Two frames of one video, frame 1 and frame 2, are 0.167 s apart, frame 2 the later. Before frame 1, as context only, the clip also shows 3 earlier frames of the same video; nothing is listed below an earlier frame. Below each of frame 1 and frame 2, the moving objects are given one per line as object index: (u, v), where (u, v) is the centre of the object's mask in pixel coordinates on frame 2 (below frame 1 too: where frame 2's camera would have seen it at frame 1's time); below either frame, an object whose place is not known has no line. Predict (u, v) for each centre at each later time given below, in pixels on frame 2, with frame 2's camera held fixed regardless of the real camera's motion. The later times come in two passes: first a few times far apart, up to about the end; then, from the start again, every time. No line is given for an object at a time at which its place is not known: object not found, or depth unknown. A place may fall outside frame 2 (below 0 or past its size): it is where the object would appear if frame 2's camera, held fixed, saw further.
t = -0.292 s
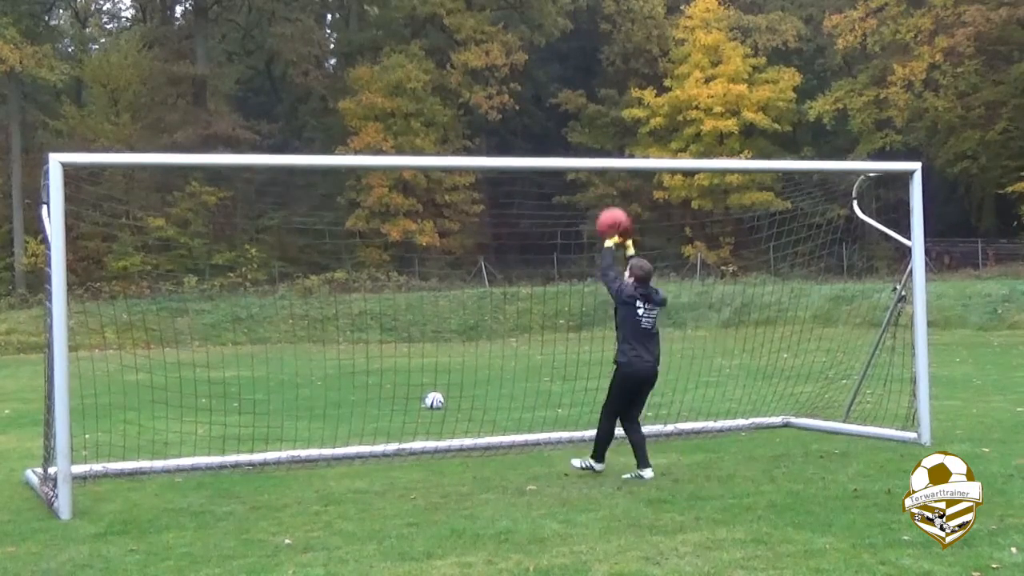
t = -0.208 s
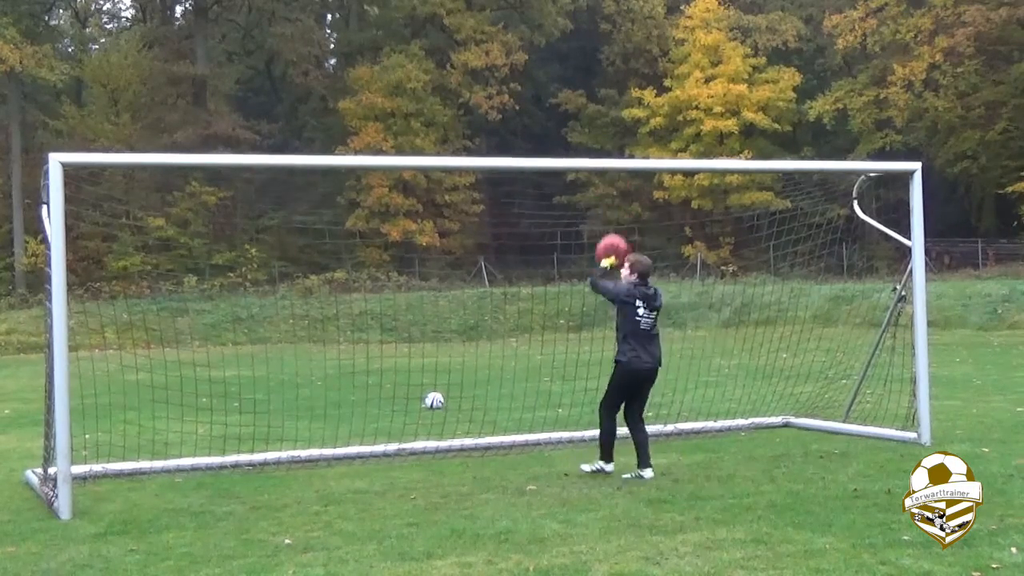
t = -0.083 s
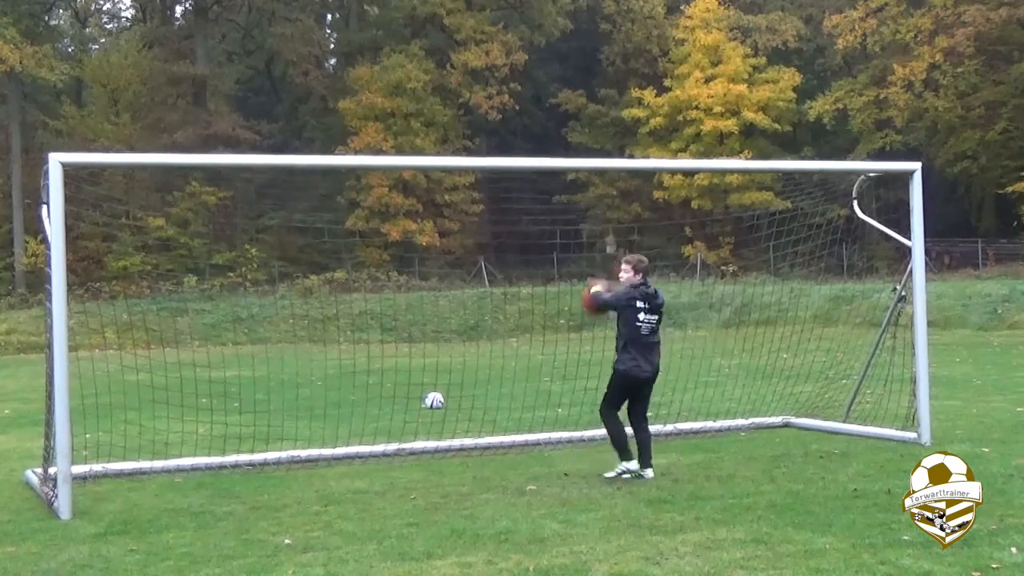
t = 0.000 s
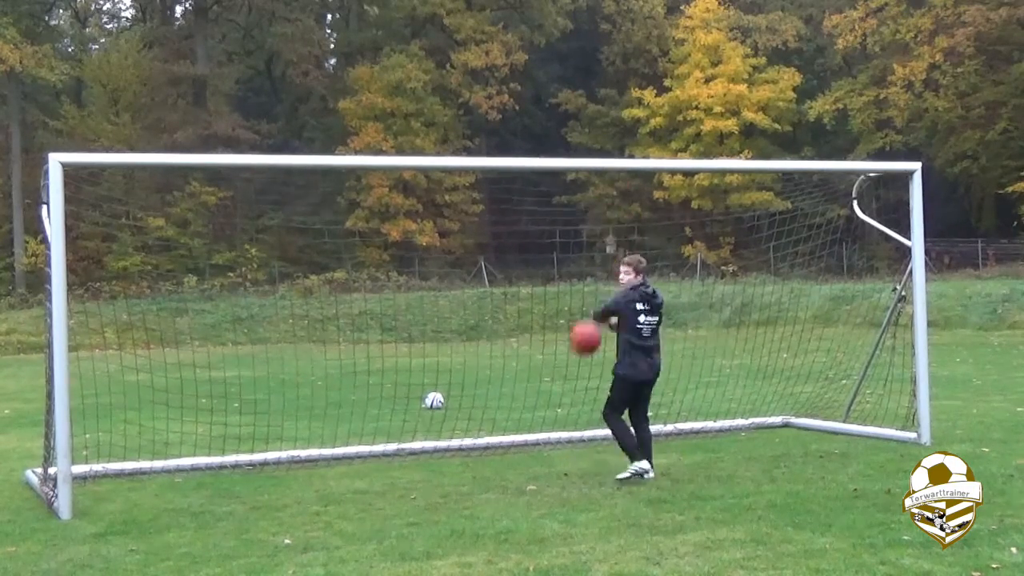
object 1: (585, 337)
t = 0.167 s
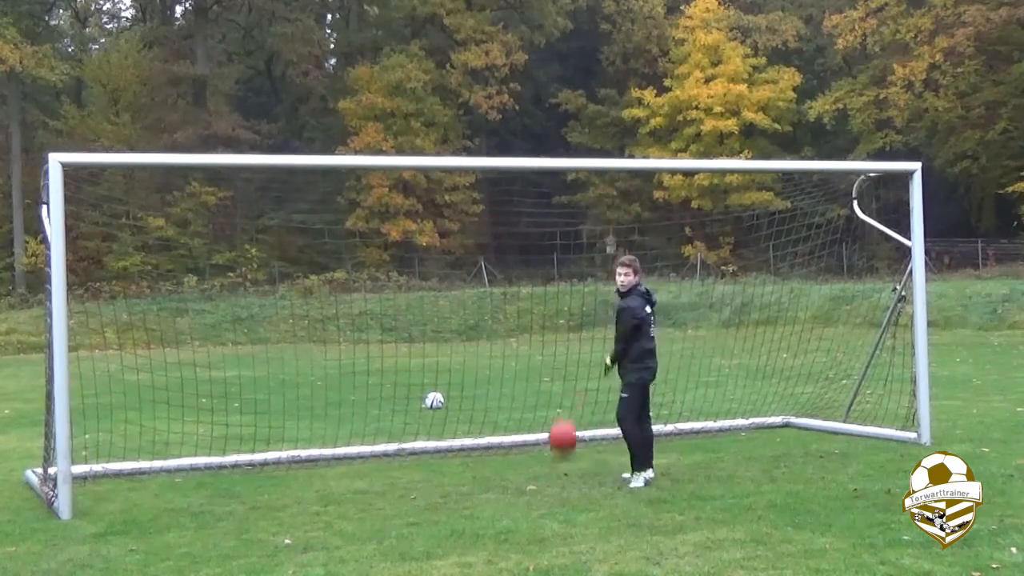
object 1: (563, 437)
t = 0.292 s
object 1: (550, 419)
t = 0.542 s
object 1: (530, 378)
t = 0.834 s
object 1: (510, 420)
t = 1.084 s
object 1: (501, 420)
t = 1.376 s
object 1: (496, 437)
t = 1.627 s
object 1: (496, 437)
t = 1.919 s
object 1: (499, 438)
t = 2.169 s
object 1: (501, 438)
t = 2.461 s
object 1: (503, 438)
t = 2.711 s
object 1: (505, 438)
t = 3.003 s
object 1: (506, 438)
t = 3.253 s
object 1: (506, 438)
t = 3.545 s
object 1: (507, 438)
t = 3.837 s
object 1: (507, 438)
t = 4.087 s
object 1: (507, 438)
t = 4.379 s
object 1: (507, 438)
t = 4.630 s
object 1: (507, 438)
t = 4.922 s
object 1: (507, 438)
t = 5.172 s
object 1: (507, 438)
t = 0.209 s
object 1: (558, 450)
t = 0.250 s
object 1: (554, 433)
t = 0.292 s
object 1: (550, 419)
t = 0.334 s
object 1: (547, 408)
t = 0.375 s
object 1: (543, 398)
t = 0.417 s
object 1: (539, 390)
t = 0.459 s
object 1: (536, 385)
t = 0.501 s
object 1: (533, 380)
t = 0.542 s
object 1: (530, 378)
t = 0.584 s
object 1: (527, 377)
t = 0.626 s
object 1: (524, 378)
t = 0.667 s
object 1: (519, 385)
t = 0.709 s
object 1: (517, 391)
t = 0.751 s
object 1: (515, 399)
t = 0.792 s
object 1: (512, 409)
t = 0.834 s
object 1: (510, 420)
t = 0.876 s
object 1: (508, 433)
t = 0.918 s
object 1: (506, 441)
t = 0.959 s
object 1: (505, 435)
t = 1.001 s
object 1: (503, 428)
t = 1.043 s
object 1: (502, 423)
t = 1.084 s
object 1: (501, 420)
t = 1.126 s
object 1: (500, 419)
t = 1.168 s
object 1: (499, 420)
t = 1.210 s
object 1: (498, 421)
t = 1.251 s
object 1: (497, 425)
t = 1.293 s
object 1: (497, 432)
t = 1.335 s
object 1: (496, 438)
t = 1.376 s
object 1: (496, 437)
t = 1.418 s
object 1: (495, 435)
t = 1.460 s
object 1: (495, 434)
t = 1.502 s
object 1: (495, 434)
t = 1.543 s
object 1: (495, 436)
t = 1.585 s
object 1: (496, 437)
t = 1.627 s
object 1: (496, 437)
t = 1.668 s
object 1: (497, 438)
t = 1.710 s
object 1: (498, 437)
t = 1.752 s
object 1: (498, 438)
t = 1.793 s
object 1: (498, 438)
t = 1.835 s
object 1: (498, 437)
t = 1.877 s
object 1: (499, 438)
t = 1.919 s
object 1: (499, 438)
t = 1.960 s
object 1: (499, 438)
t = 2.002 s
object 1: (499, 438)
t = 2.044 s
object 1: (500, 438)
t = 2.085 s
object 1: (500, 438)
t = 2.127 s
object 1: (500, 438)
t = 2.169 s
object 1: (501, 438)
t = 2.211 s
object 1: (502, 438)
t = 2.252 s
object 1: (502, 438)
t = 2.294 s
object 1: (502, 438)
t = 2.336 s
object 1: (503, 438)
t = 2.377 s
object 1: (503, 438)
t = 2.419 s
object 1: (503, 438)
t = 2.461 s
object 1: (503, 438)
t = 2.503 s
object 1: (504, 438)
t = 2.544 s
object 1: (504, 438)
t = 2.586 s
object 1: (504, 438)
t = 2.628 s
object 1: (504, 438)
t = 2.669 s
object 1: (505, 438)
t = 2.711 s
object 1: (505, 438)
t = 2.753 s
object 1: (505, 438)
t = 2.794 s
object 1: (505, 438)
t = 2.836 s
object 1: (505, 438)
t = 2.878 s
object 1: (505, 438)
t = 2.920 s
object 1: (506, 438)
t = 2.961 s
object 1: (506, 438)
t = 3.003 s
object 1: (506, 438)
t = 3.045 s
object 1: (506, 438)
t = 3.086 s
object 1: (506, 438)
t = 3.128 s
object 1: (506, 438)
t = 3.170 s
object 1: (506, 438)
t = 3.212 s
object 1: (506, 438)
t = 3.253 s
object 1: (506, 438)
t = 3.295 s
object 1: (506, 438)
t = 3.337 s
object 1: (506, 438)
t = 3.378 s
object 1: (506, 438)
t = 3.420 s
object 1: (506, 438)
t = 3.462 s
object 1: (506, 438)
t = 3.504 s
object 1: (507, 438)
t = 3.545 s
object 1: (507, 438)
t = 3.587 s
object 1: (507, 438)
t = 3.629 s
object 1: (507, 438)
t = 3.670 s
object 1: (507, 438)
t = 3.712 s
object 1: (507, 438)
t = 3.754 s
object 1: (507, 438)
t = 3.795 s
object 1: (507, 438)
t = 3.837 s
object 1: (507, 438)
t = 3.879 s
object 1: (507, 438)
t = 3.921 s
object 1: (507, 438)
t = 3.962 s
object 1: (507, 438)
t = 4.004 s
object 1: (507, 438)
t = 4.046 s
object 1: (507, 438)
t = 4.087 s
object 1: (507, 438)
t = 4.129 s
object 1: (507, 438)
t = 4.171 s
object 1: (507, 438)
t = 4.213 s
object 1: (507, 438)
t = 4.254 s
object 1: (507, 438)
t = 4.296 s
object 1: (507, 438)
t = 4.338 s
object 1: (507, 439)
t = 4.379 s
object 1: (507, 438)
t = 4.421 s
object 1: (507, 438)
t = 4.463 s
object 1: (507, 438)
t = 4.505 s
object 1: (507, 438)
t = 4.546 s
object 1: (507, 438)
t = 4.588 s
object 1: (507, 438)
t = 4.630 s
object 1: (507, 438)
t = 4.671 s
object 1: (507, 438)
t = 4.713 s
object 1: (507, 438)
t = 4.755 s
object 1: (507, 438)
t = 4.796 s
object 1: (507, 439)
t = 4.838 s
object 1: (507, 438)
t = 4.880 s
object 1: (507, 438)
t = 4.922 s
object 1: (507, 438)
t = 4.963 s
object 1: (507, 439)
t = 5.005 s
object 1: (507, 439)
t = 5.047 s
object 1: (507, 438)
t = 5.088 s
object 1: (507, 438)
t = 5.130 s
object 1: (507, 438)
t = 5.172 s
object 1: (507, 438)
